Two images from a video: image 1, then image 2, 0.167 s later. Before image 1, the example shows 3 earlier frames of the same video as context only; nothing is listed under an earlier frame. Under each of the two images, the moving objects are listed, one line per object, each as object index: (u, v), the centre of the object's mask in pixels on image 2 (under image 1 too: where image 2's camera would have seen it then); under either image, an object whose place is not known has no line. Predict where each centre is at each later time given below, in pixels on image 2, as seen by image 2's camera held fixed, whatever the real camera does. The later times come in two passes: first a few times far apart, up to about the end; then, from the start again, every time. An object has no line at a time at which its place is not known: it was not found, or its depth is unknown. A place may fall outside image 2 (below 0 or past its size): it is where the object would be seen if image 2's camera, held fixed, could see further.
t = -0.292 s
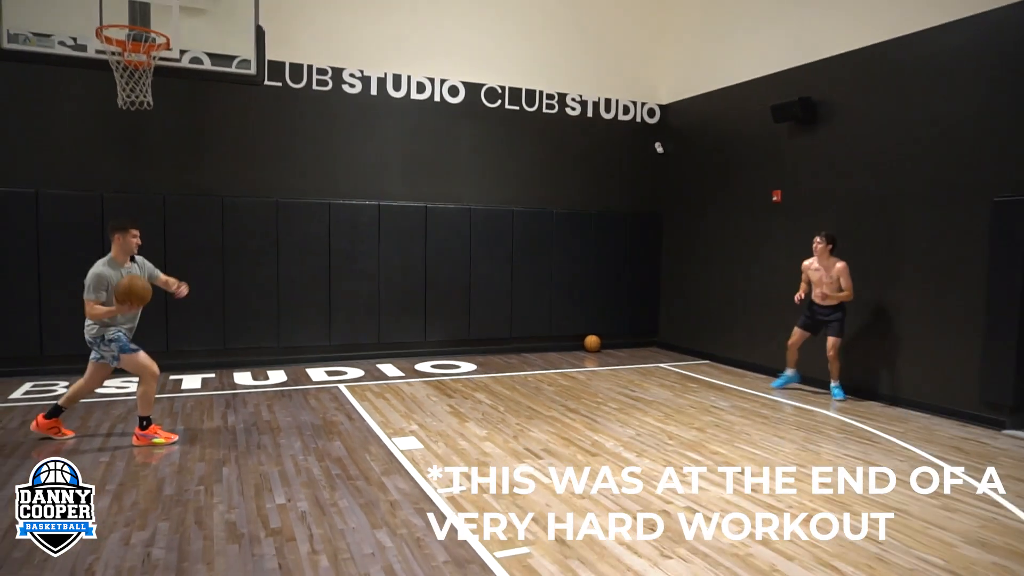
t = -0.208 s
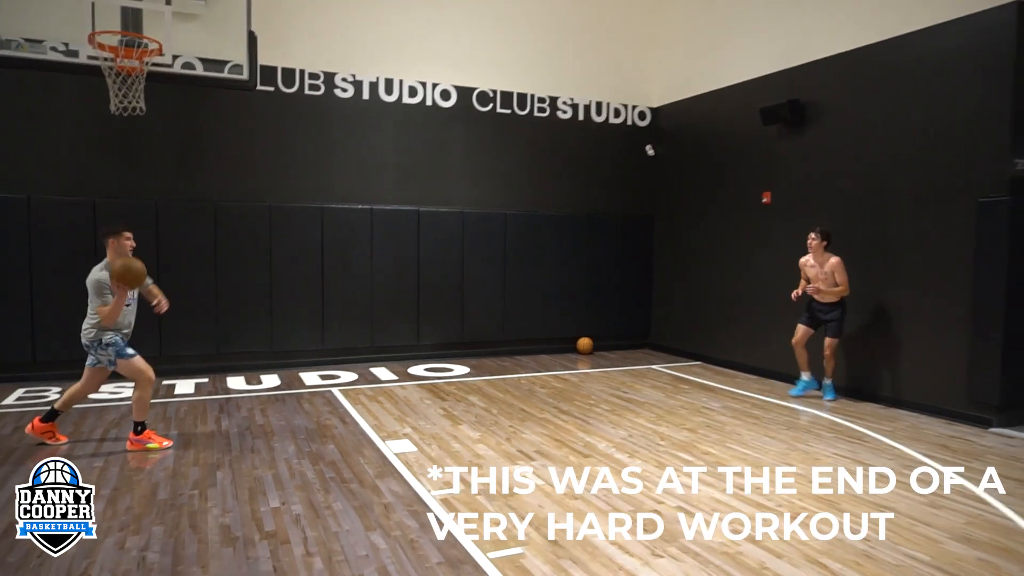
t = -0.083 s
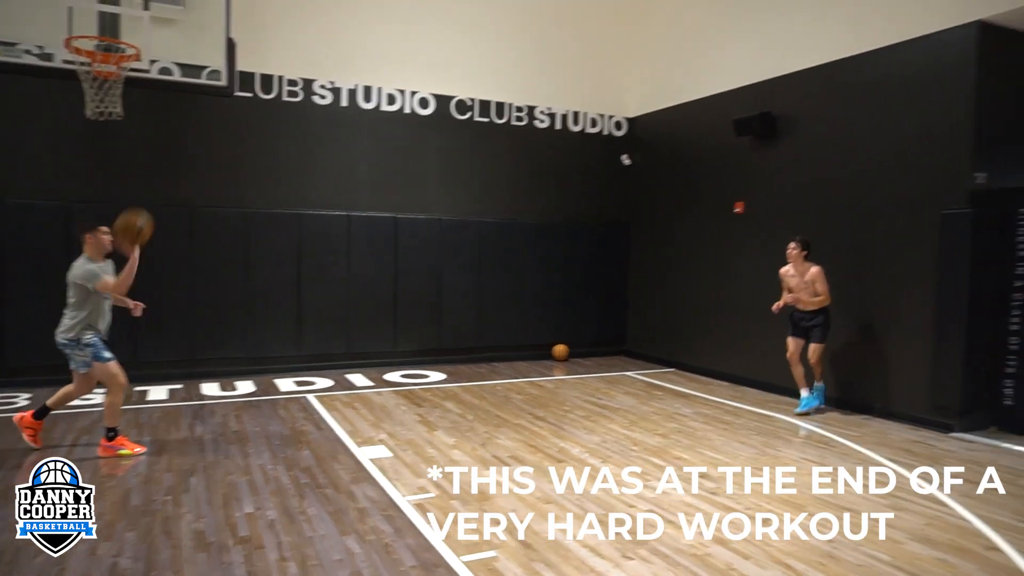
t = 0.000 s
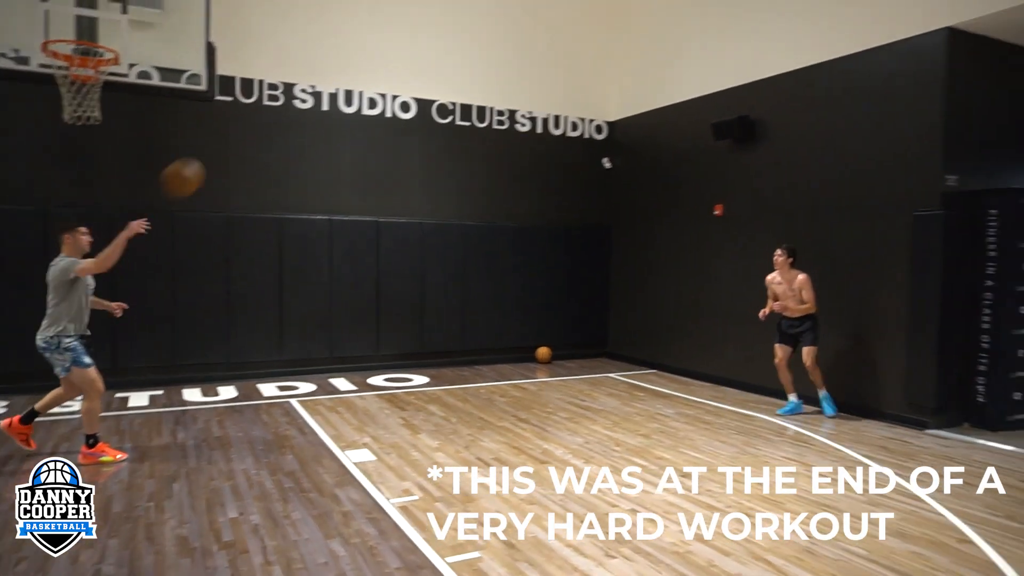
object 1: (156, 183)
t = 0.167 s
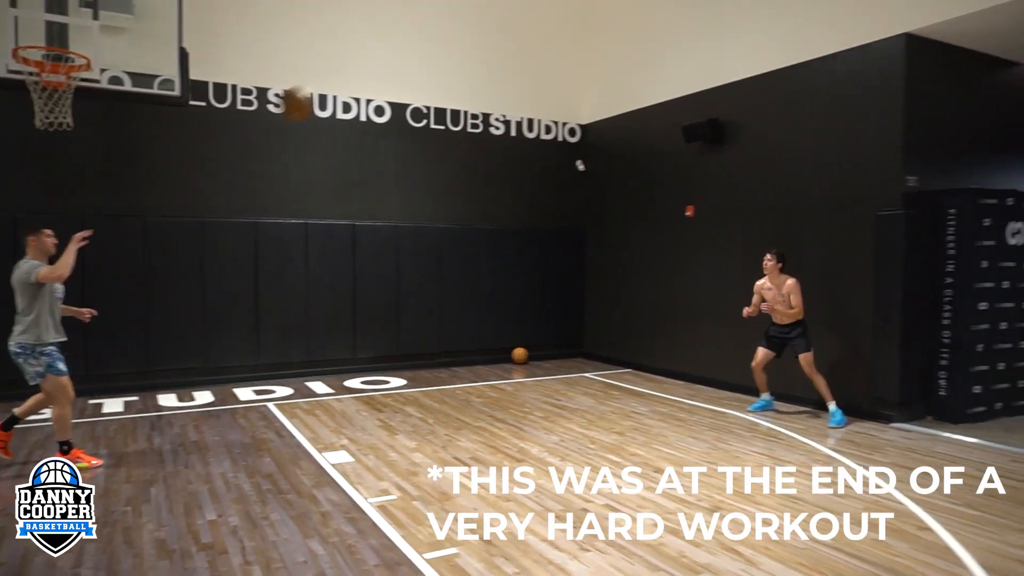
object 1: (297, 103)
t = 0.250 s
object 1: (363, 79)
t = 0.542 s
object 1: (564, 72)
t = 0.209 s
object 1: (330, 89)
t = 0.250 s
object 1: (363, 79)
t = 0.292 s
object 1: (393, 72)
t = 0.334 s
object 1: (424, 67)
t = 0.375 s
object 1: (453, 63)
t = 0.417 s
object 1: (481, 63)
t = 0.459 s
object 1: (510, 64)
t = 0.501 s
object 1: (537, 67)
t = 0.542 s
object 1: (564, 72)
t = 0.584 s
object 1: (590, 80)
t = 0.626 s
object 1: (616, 90)
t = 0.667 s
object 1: (642, 102)
